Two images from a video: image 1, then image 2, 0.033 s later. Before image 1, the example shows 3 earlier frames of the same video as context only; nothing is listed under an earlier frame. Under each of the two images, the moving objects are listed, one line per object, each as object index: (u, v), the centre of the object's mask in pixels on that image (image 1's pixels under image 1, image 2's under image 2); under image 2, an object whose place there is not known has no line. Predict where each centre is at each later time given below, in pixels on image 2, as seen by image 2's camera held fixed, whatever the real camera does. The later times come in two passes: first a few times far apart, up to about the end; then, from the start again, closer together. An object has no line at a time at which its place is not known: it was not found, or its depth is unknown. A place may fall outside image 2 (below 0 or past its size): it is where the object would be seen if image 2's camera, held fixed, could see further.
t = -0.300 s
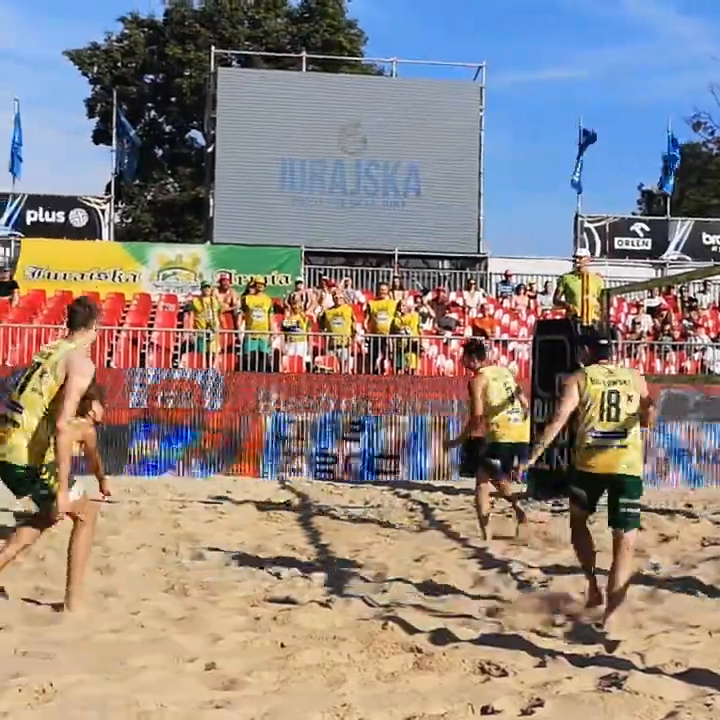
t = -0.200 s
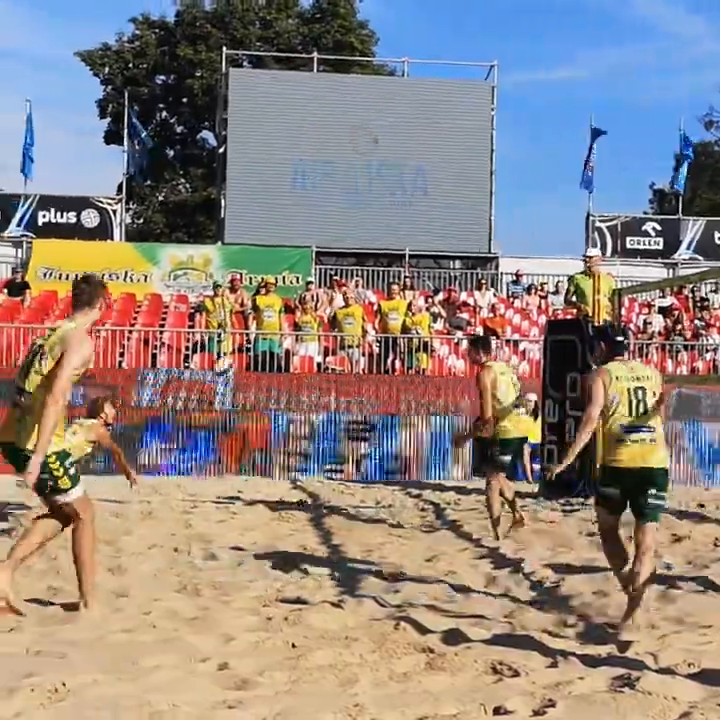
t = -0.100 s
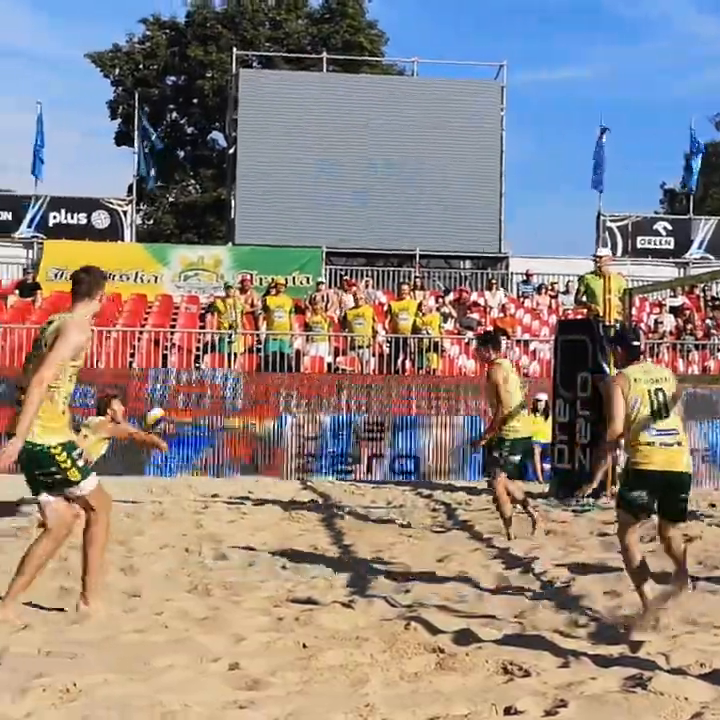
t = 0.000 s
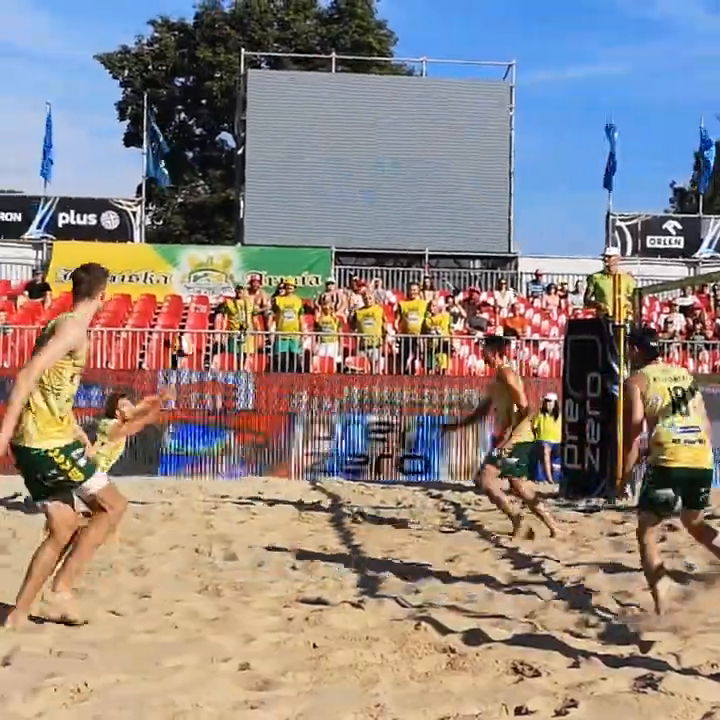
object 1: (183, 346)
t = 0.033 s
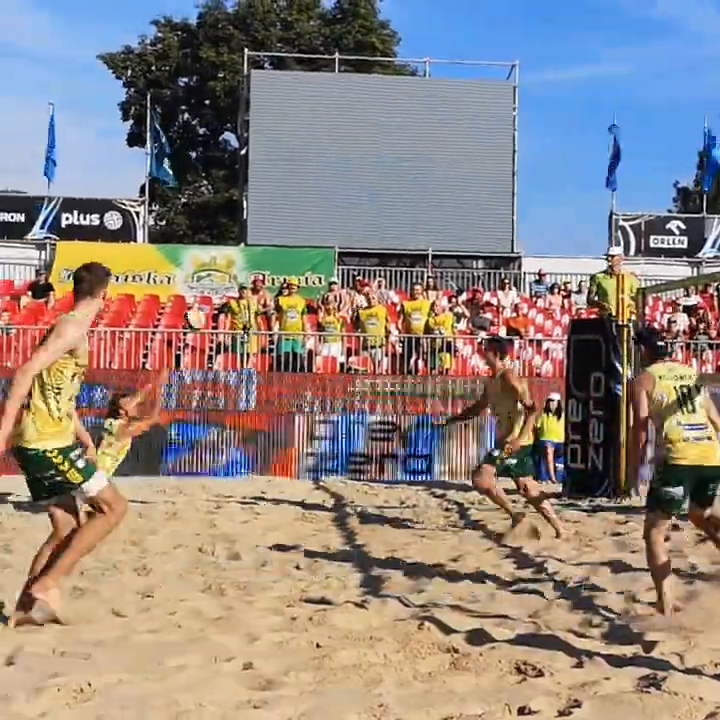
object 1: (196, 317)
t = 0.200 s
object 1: (241, 201)
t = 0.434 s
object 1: (303, 87)
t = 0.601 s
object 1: (350, 37)
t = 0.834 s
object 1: (411, 22)
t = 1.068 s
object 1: (472, 69)
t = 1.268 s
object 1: (527, 161)
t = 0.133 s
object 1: (223, 244)
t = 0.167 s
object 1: (232, 225)
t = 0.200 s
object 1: (241, 201)
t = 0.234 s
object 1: (250, 184)
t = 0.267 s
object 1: (259, 166)
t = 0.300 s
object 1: (267, 147)
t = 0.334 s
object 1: (276, 130)
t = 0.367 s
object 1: (285, 115)
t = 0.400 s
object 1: (294, 100)
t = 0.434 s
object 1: (303, 87)
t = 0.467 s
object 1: (311, 76)
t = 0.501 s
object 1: (322, 65)
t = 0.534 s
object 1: (331, 56)
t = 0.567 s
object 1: (343, 44)
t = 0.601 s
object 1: (350, 37)
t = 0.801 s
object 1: (402, 21)
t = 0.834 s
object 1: (411, 22)
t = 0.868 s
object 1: (419, 24)
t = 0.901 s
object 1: (427, 30)
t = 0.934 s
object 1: (437, 34)
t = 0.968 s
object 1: (446, 40)
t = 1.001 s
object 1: (454, 48)
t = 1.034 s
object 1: (463, 58)
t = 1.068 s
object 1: (472, 69)
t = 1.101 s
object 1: (481, 80)
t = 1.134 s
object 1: (491, 93)
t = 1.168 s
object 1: (499, 109)
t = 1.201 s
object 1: (509, 124)
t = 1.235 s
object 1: (518, 142)
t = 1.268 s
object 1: (527, 161)
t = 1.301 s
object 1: (536, 180)
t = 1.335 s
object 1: (546, 203)
